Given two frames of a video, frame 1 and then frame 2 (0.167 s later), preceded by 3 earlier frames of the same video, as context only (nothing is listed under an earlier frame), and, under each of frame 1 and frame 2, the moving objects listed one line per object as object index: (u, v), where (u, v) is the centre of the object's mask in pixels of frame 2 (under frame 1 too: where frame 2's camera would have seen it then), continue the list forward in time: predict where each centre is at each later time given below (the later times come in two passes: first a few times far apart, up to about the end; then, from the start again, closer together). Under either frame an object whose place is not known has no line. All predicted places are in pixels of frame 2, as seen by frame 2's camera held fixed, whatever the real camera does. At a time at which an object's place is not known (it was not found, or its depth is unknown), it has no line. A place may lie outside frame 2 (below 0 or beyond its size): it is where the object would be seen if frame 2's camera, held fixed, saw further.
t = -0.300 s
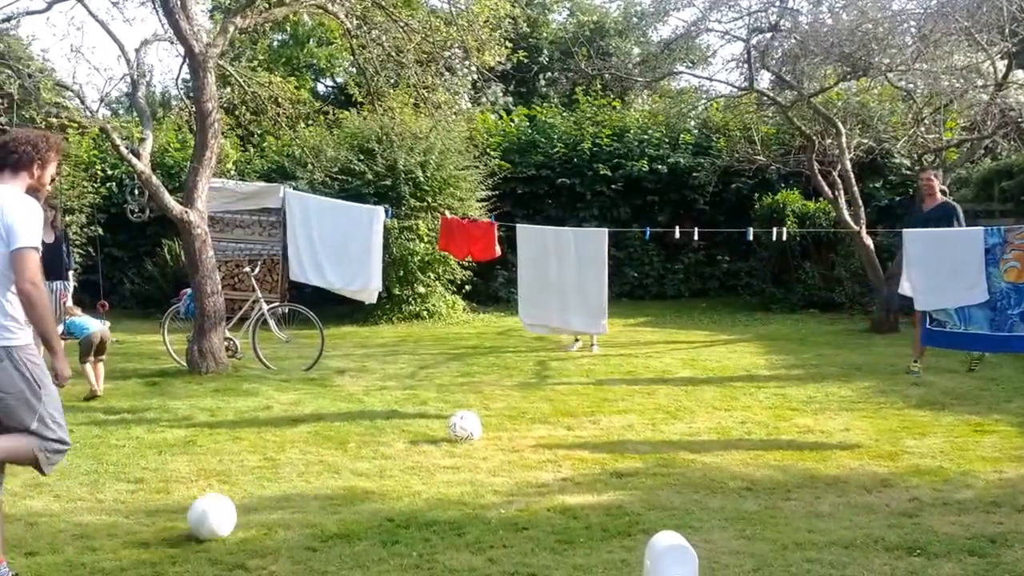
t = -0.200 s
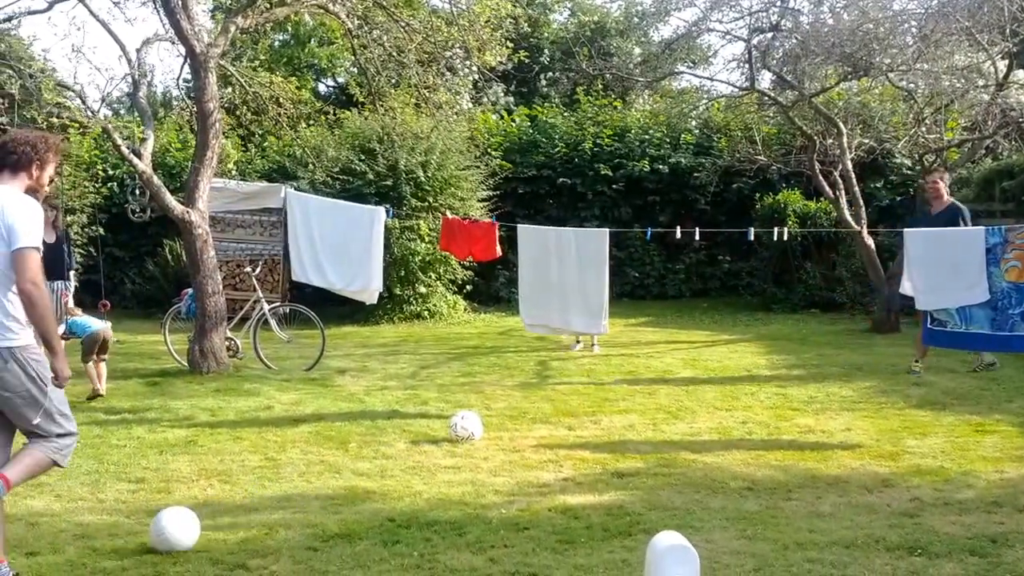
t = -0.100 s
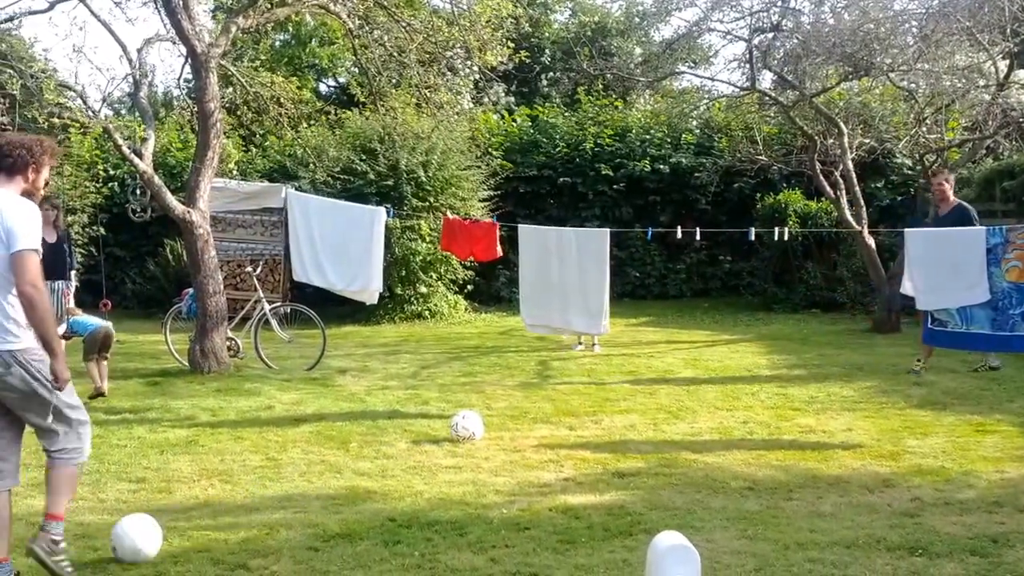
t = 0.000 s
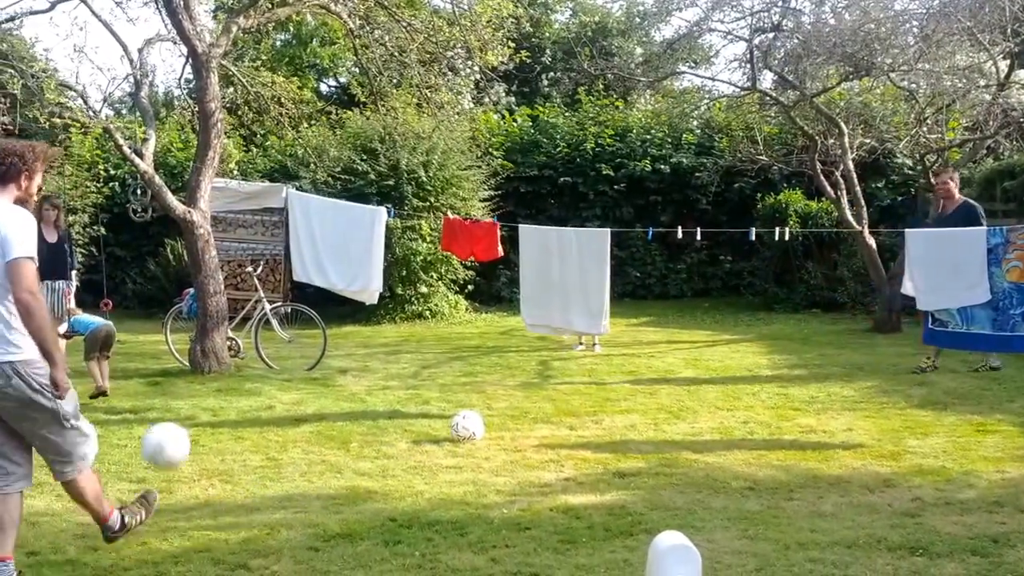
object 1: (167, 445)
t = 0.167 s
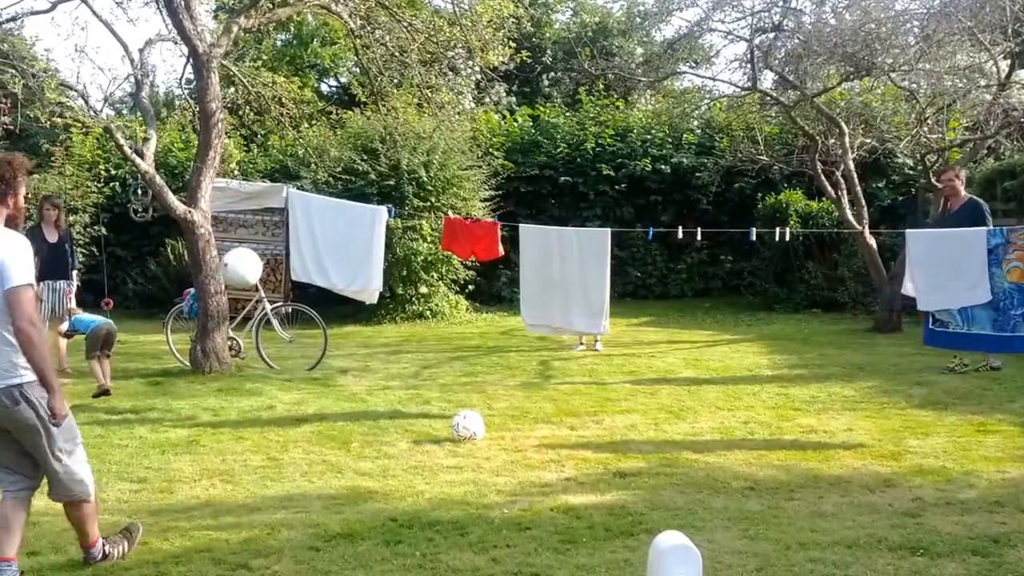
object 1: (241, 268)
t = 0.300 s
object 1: (287, 190)
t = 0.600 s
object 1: (367, 144)
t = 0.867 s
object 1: (421, 201)
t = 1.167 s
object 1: (469, 330)
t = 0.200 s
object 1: (253, 244)
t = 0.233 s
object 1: (265, 223)
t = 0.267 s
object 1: (277, 205)
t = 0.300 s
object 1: (287, 190)
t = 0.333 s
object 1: (298, 176)
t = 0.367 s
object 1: (308, 165)
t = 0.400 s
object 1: (317, 157)
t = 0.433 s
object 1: (326, 151)
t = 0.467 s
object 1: (335, 146)
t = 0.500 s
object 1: (344, 143)
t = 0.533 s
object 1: (352, 141)
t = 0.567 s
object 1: (360, 142)
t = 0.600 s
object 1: (367, 144)
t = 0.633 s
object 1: (375, 147)
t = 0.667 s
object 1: (382, 152)
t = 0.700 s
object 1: (389, 157)
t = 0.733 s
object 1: (396, 164)
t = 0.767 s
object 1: (402, 172)
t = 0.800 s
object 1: (409, 181)
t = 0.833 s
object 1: (415, 191)
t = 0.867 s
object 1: (421, 201)
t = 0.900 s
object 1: (427, 212)
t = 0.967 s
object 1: (434, 236)
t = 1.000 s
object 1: (442, 254)
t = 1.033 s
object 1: (448, 265)
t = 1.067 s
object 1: (455, 281)
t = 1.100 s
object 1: (459, 297)
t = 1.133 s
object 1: (464, 313)
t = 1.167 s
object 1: (469, 330)
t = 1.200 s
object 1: (473, 347)
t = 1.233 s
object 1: (475, 348)
